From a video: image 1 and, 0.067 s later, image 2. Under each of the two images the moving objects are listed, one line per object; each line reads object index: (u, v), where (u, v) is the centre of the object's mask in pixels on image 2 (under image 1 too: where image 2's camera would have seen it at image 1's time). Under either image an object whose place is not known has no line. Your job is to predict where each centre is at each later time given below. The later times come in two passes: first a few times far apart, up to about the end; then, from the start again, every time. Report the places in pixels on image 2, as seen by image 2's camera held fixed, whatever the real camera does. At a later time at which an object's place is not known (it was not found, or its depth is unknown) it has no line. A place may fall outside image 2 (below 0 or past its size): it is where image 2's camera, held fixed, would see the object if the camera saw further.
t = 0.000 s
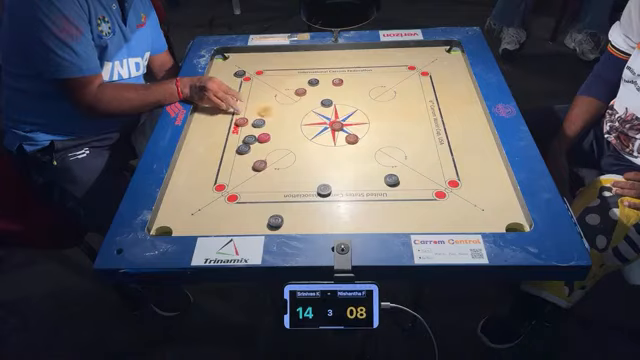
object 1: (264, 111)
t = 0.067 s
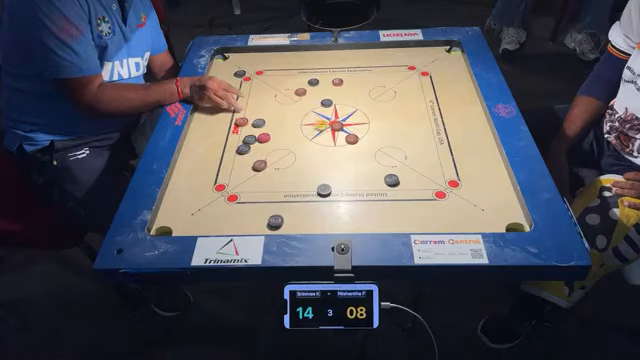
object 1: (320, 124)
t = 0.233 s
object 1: (359, 140)
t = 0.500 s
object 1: (379, 147)
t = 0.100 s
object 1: (334, 130)
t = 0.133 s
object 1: (343, 134)
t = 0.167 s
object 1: (349, 136)
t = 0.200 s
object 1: (354, 138)
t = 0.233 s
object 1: (359, 140)
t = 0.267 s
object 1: (363, 141)
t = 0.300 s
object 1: (367, 142)
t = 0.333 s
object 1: (370, 144)
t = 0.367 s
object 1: (373, 145)
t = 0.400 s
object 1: (375, 145)
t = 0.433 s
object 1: (377, 146)
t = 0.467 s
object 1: (378, 146)
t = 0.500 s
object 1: (379, 147)
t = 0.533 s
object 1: (379, 147)
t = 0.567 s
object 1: (379, 147)
